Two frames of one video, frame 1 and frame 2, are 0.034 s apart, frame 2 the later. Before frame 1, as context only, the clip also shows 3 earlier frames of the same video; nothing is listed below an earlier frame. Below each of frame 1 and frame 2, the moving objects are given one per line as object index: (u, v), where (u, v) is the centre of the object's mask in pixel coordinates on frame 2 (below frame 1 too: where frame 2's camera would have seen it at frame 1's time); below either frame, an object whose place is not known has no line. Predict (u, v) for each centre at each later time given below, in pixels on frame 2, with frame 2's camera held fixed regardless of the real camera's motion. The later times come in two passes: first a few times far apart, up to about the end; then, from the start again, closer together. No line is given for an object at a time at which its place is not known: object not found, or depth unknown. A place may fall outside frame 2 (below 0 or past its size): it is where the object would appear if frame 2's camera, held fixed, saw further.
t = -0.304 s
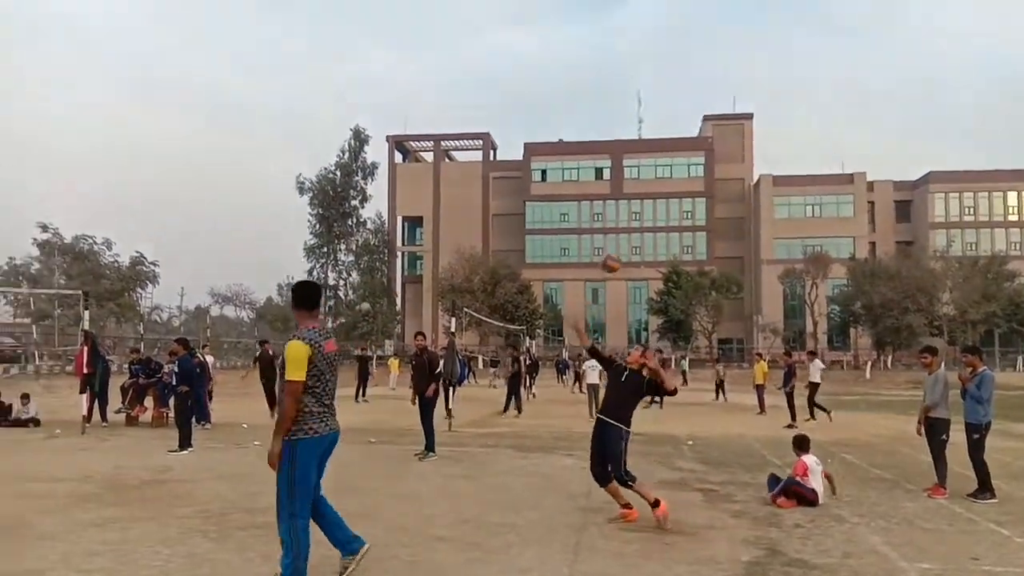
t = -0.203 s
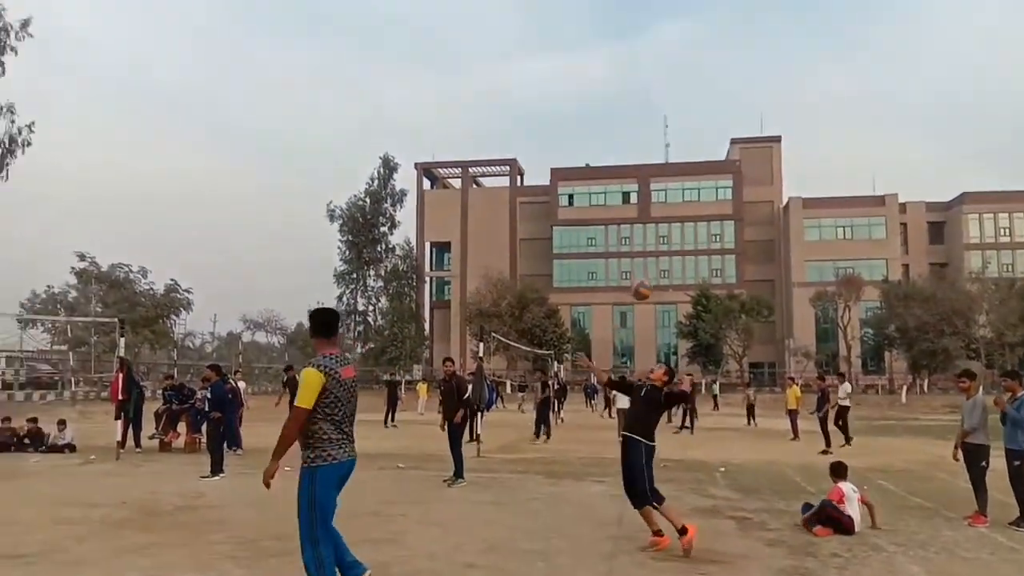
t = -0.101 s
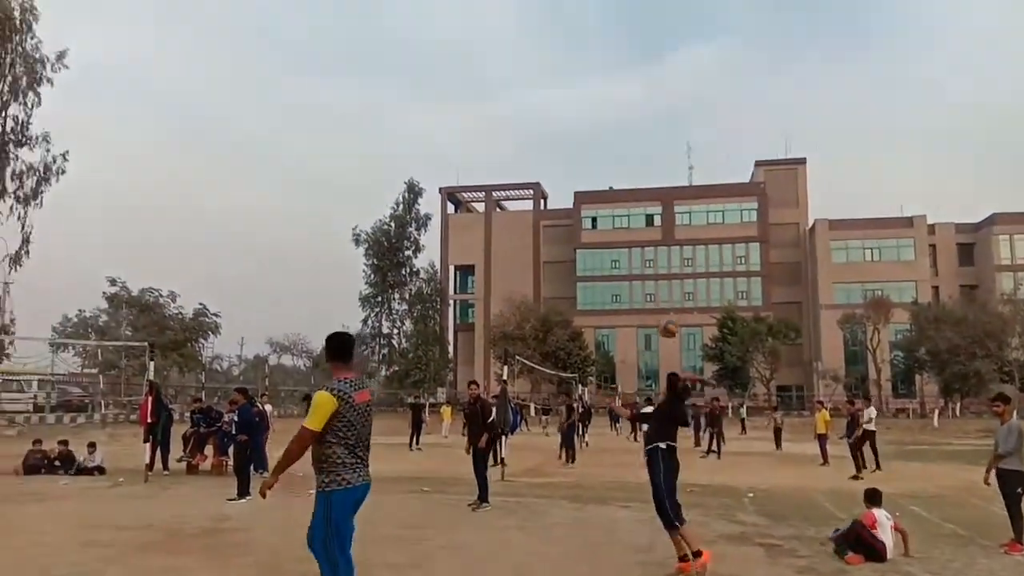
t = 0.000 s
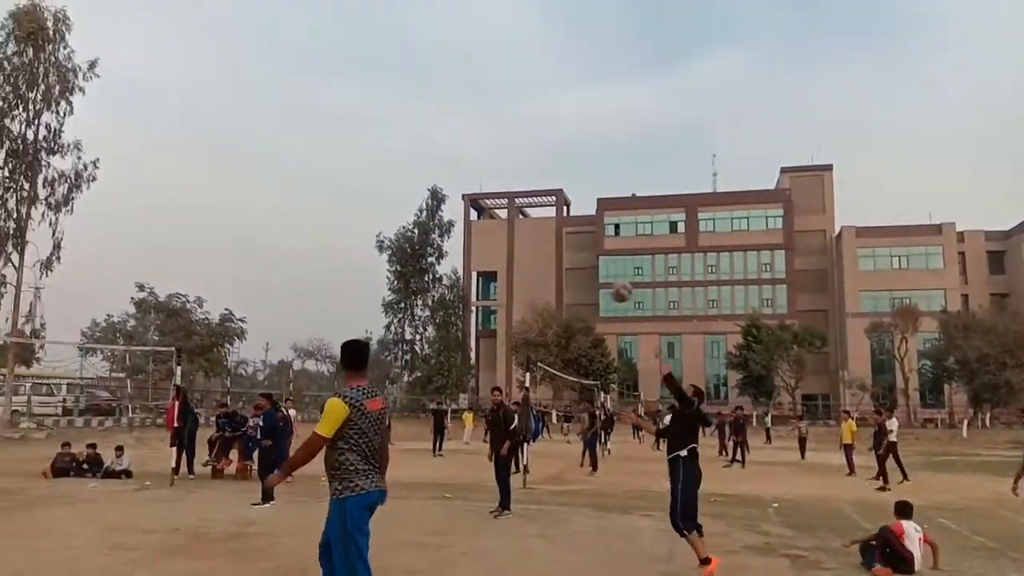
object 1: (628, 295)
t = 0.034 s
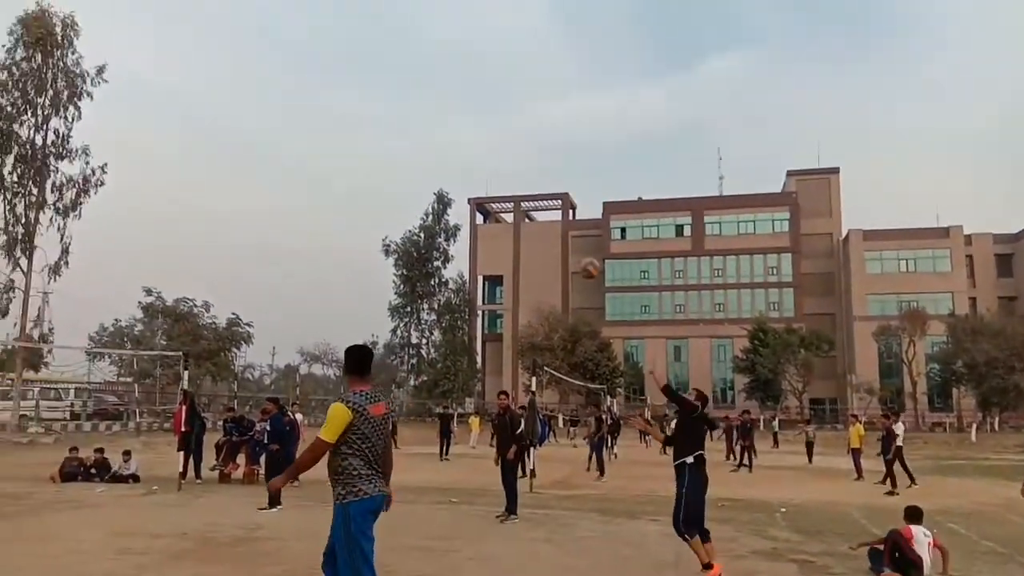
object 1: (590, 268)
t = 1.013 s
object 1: (-109, 111)
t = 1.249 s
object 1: (-217, 177)
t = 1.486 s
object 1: (-311, 266)
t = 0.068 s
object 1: (553, 244)
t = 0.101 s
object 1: (517, 221)
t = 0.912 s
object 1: (-57, 92)
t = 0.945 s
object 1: (-74, 97)
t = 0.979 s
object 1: (-91, 104)
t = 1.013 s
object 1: (-109, 111)
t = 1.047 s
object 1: (-126, 120)
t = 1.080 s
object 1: (-141, 128)
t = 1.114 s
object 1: (-157, 137)
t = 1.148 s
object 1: (-172, 147)
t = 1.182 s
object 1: (-187, 156)
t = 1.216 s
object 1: (-202, 167)
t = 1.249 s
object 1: (-217, 177)
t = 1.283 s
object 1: (-231, 188)
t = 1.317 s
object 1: (-245, 200)
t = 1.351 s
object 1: (-258, 212)
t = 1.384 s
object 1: (-271, 225)
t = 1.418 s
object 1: (-284, 237)
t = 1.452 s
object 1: (-298, 252)
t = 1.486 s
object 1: (-311, 266)
